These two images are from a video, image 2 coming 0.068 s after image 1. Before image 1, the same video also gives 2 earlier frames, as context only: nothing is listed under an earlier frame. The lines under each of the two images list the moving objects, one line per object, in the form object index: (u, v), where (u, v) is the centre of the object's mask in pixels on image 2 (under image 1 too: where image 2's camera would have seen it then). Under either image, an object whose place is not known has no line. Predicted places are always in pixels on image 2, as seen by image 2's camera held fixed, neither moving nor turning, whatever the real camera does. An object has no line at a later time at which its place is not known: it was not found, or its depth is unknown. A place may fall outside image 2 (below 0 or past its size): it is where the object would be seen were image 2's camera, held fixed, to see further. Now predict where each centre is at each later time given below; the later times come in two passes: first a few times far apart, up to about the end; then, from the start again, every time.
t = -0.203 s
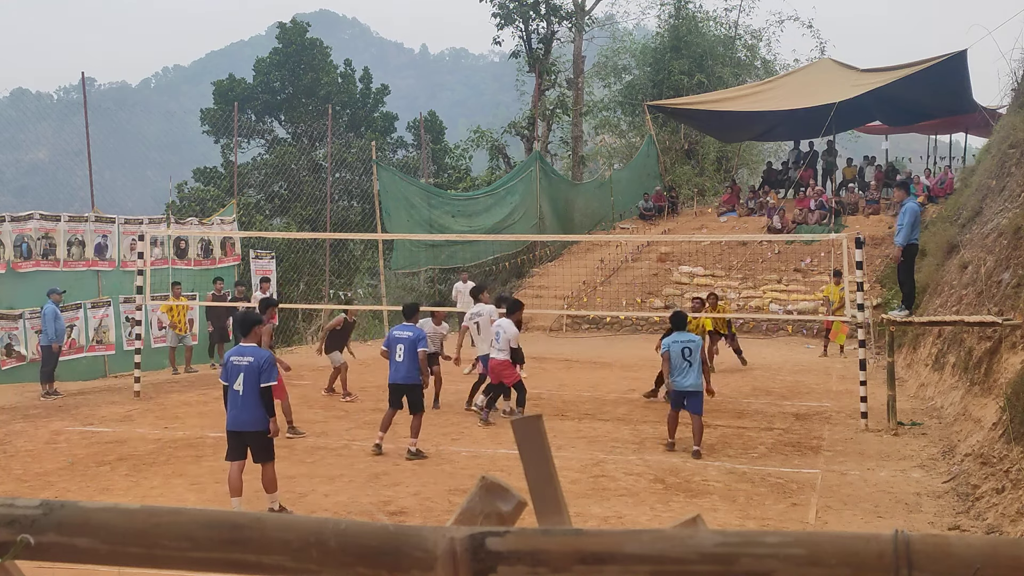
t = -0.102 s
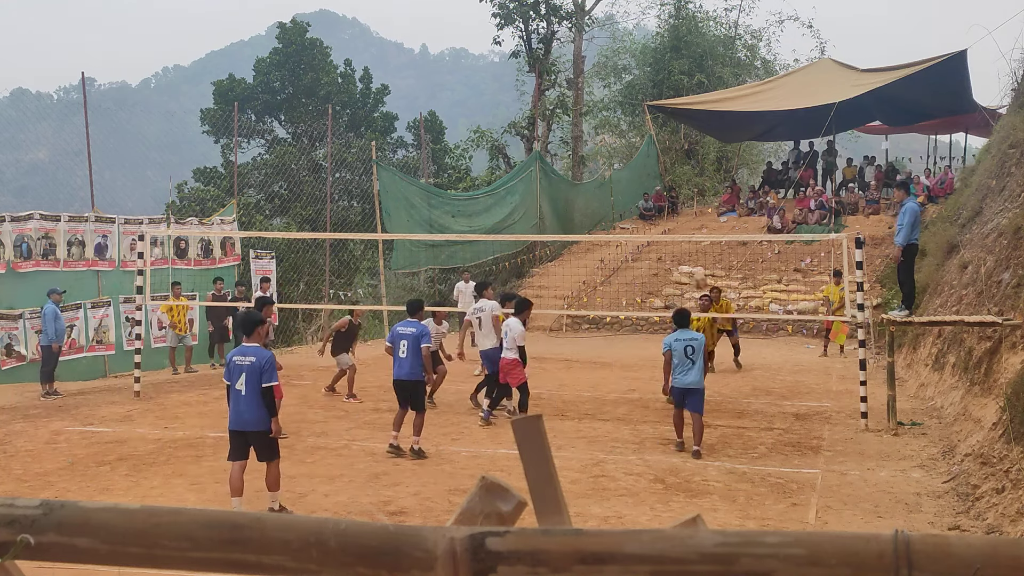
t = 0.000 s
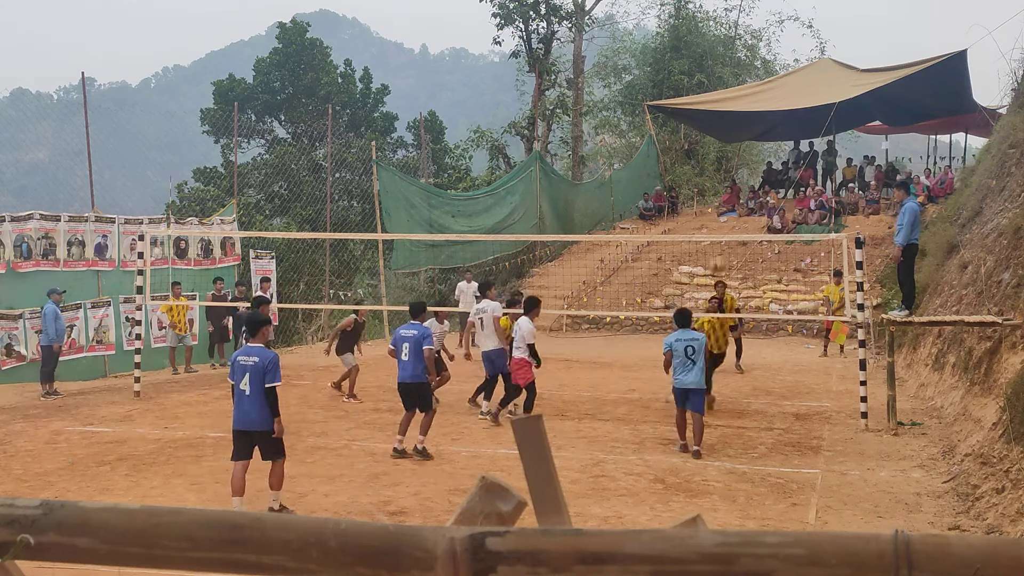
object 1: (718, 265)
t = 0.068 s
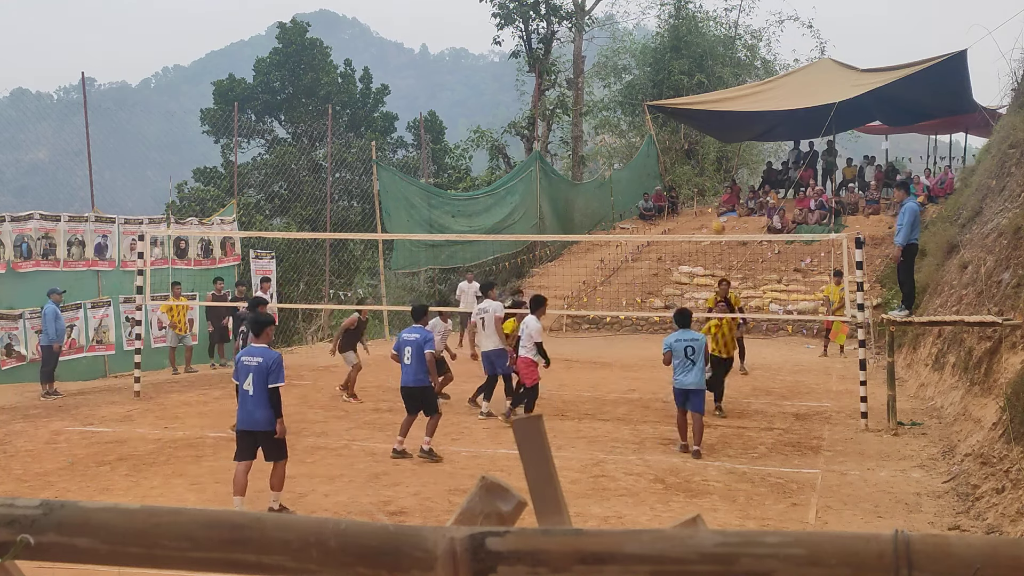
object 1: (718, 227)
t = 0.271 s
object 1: (718, 135)
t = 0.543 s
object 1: (719, 61)
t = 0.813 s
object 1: (720, 40)
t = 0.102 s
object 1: (716, 208)
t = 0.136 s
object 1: (717, 194)
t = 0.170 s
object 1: (718, 178)
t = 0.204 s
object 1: (718, 162)
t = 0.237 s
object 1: (718, 147)
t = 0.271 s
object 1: (718, 135)
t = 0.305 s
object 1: (718, 122)
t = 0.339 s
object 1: (718, 112)
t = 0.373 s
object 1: (720, 101)
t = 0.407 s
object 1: (718, 90)
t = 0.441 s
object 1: (719, 82)
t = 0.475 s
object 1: (719, 75)
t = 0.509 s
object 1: (719, 68)
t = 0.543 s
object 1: (719, 61)
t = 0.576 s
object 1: (719, 54)
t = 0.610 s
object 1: (719, 51)
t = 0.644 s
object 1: (719, 46)
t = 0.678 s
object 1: (719, 44)
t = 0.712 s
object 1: (719, 43)
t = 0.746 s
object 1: (719, 41)
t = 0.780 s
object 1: (720, 41)
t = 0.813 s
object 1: (720, 40)
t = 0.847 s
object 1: (720, 40)
